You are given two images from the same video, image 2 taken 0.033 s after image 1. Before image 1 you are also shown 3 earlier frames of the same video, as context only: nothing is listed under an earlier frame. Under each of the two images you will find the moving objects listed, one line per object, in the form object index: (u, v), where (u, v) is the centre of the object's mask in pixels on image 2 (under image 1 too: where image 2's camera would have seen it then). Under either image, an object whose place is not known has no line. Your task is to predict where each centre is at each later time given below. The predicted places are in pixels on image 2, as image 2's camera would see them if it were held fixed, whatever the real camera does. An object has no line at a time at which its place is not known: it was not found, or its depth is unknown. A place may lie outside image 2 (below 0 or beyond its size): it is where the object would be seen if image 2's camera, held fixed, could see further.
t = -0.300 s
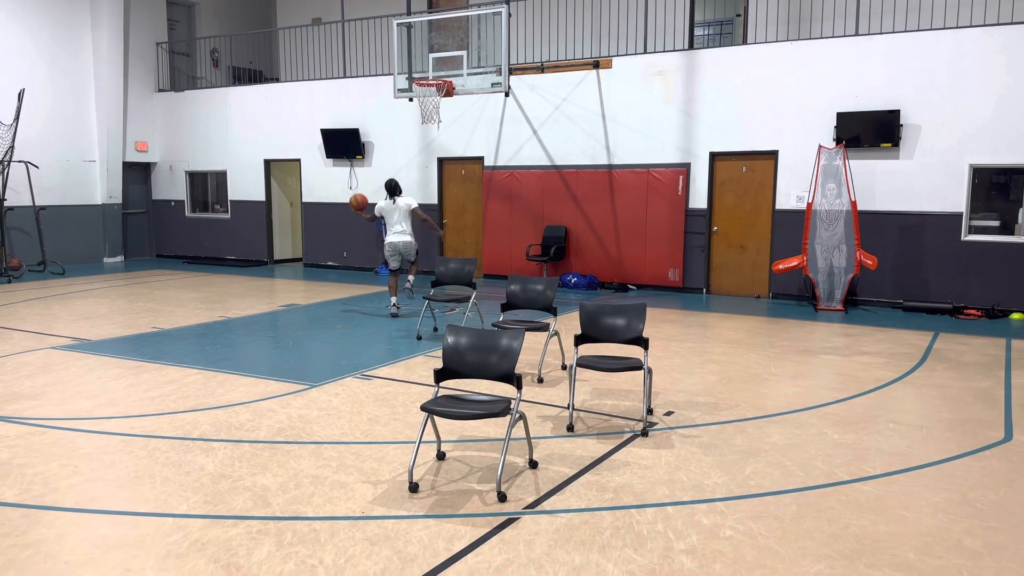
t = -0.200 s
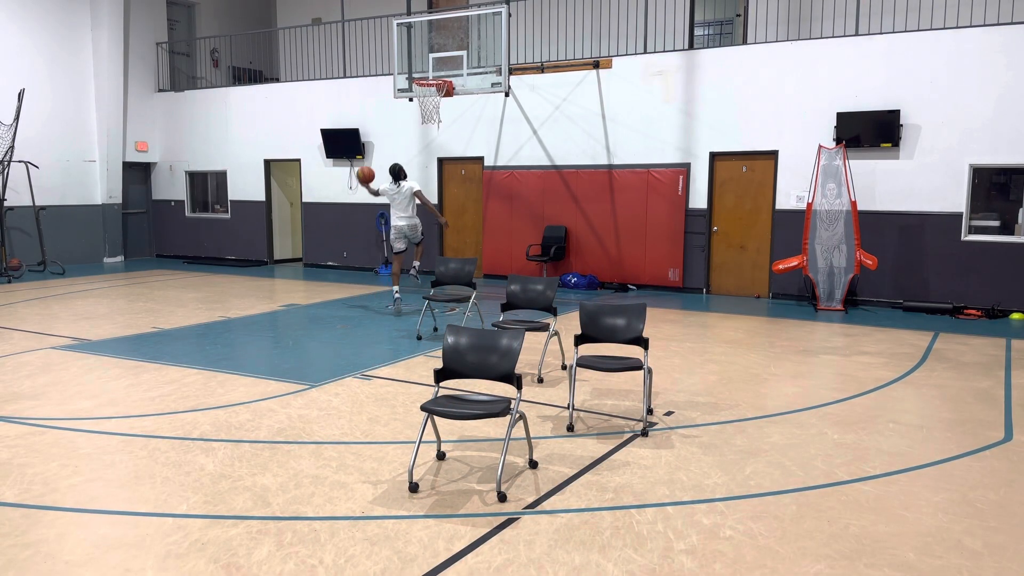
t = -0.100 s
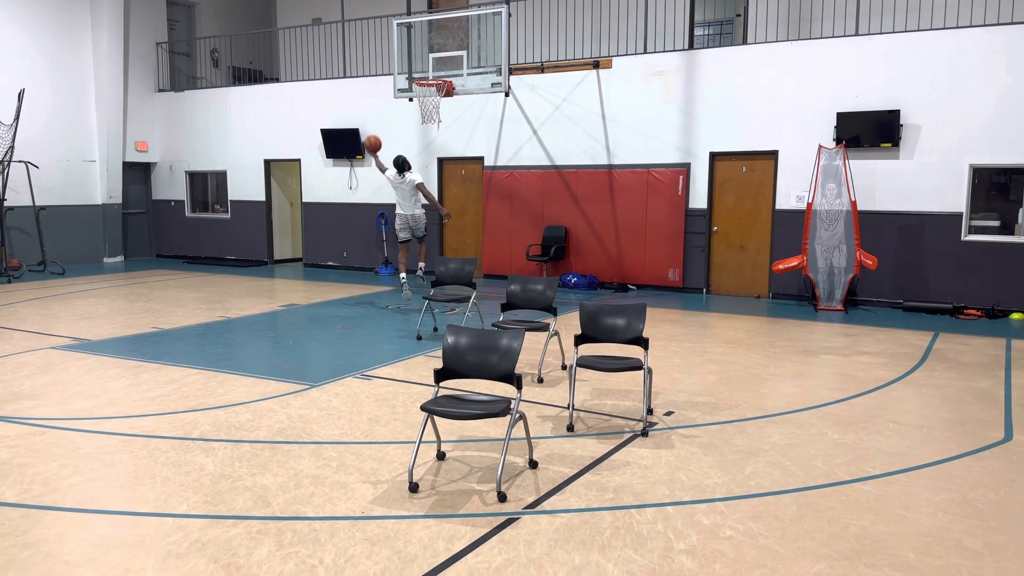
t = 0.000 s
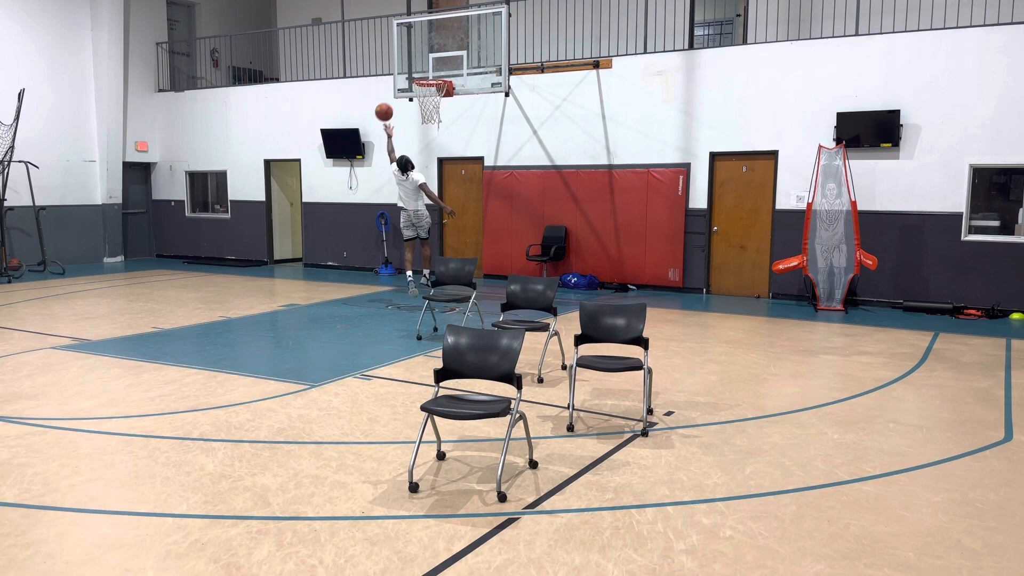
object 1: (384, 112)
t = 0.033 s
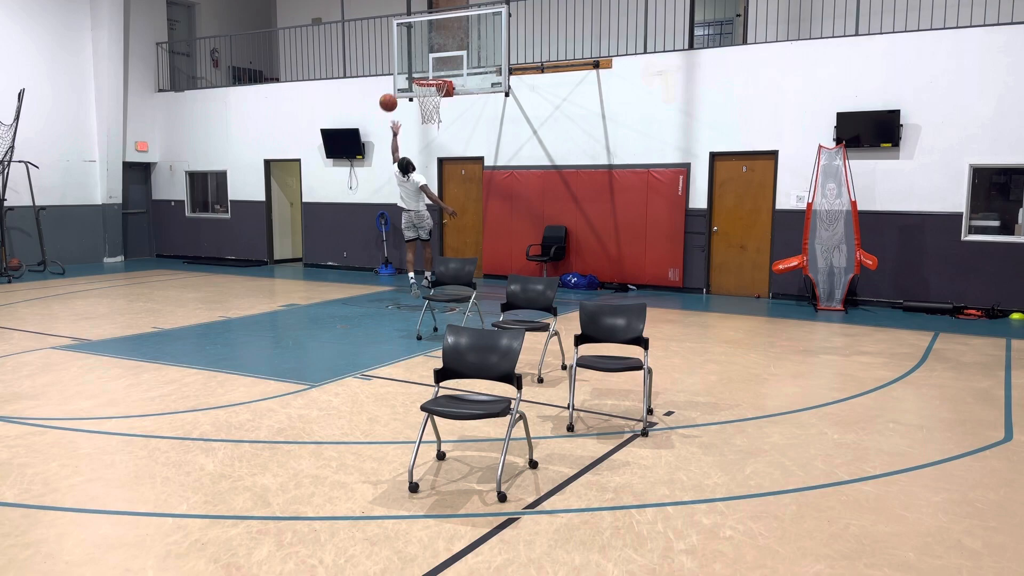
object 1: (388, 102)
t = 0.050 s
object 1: (390, 98)
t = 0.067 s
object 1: (393, 94)
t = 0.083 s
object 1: (395, 90)
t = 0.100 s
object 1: (397, 86)
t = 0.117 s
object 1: (399, 83)
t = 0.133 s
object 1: (401, 79)
